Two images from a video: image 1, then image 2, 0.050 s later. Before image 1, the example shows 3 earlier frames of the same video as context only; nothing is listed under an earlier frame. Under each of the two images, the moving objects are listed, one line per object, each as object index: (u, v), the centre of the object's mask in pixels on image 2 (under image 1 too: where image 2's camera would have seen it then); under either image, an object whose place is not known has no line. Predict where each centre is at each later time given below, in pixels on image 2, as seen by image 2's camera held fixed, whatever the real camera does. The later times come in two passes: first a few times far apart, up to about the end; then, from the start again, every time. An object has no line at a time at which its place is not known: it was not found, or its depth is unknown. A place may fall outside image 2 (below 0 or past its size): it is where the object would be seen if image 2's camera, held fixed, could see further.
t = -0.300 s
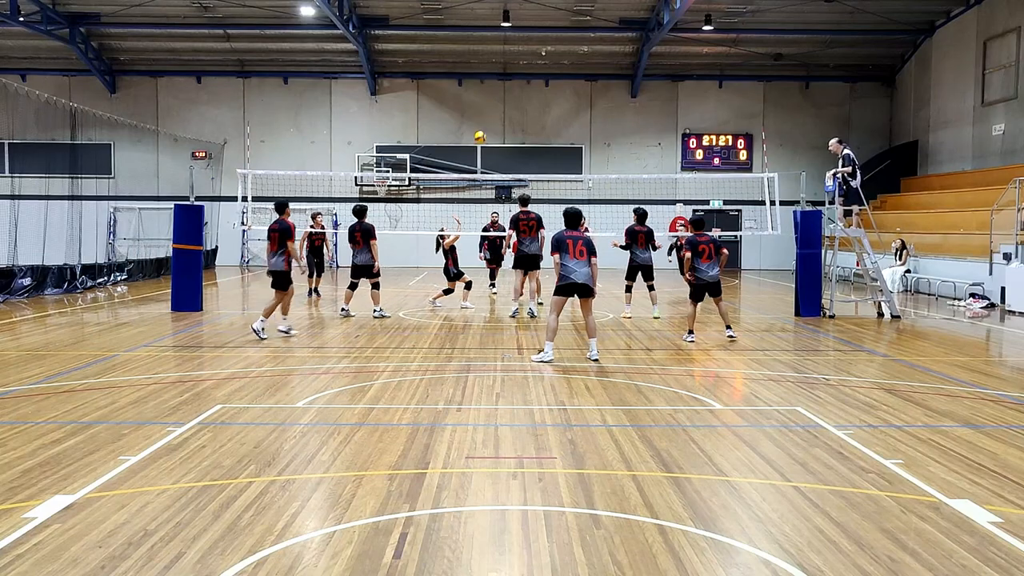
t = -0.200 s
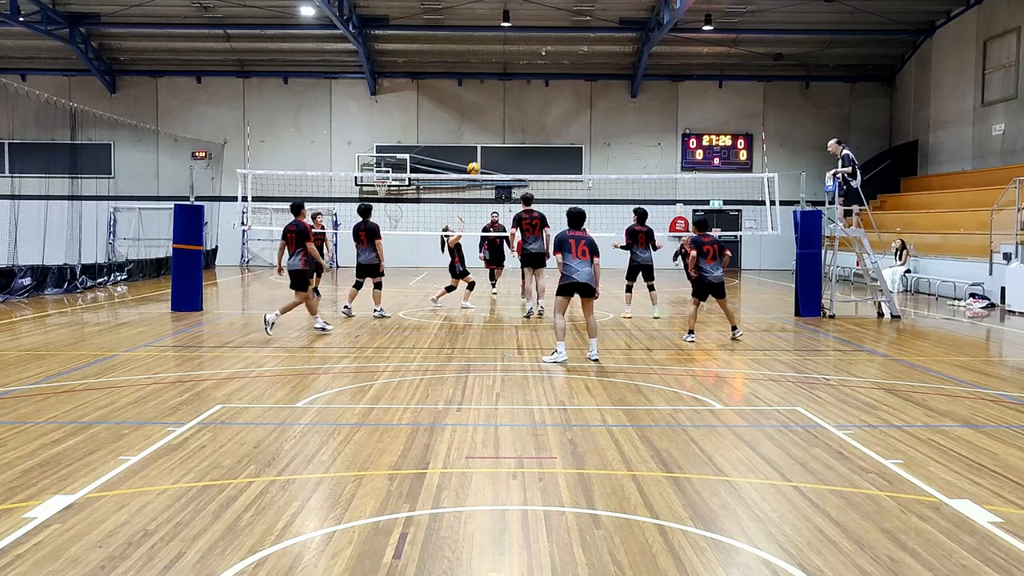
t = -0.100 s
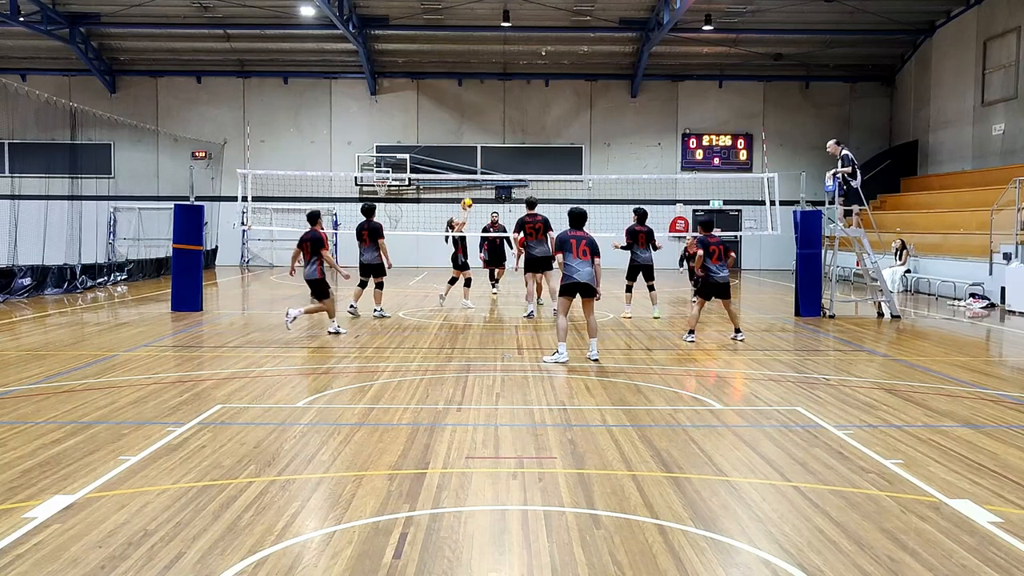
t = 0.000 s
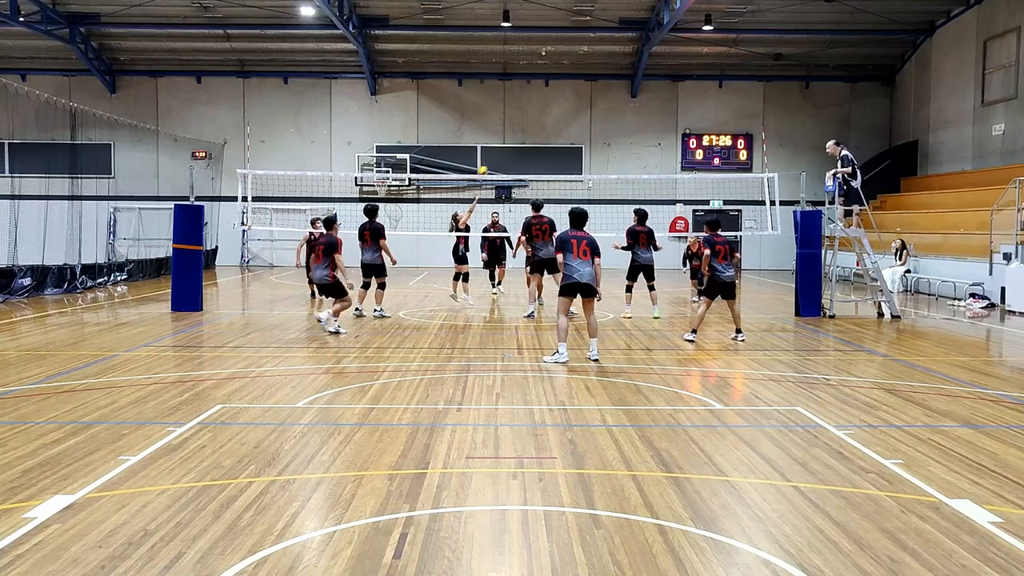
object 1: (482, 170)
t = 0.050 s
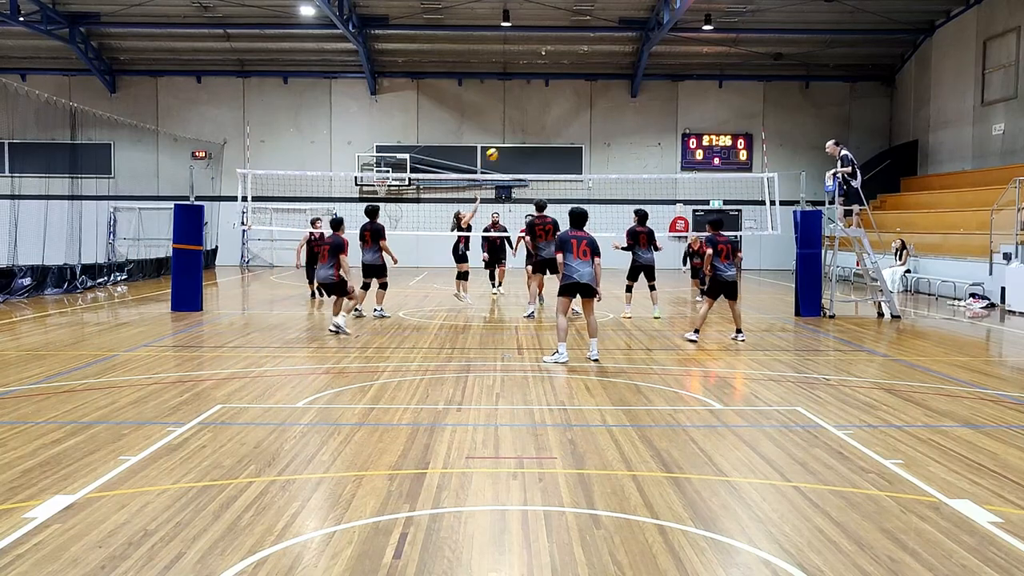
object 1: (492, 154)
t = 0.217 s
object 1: (523, 104)
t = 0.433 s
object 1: (564, 64)
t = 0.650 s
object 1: (602, 50)
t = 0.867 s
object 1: (639, 60)
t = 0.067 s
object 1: (495, 148)
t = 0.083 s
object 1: (498, 143)
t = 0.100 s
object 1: (501, 136)
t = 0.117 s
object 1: (505, 132)
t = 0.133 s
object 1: (508, 126)
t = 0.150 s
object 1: (511, 122)
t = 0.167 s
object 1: (514, 117)
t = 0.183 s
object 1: (517, 112)
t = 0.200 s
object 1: (520, 108)
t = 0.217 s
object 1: (523, 104)
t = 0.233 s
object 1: (526, 100)
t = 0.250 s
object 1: (529, 96)
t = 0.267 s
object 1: (532, 93)
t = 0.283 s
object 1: (536, 89)
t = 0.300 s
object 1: (539, 86)
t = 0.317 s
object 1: (543, 82)
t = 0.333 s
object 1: (546, 79)
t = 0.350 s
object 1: (549, 77)
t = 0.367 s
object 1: (551, 74)
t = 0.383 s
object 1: (554, 71)
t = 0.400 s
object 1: (557, 69)
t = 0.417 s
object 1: (561, 66)
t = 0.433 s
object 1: (564, 64)
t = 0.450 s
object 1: (567, 62)
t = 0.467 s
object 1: (569, 60)
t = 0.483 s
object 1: (572, 58)
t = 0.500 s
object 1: (576, 57)
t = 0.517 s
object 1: (579, 55)
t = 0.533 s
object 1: (582, 54)
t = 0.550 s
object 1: (584, 53)
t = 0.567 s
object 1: (587, 52)
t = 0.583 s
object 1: (590, 51)
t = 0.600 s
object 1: (593, 51)
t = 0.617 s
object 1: (596, 50)
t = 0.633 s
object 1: (599, 50)
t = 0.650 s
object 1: (602, 50)
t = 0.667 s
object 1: (605, 50)
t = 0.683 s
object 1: (608, 50)
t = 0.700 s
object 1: (610, 50)
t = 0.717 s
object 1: (613, 50)
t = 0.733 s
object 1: (616, 51)
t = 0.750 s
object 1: (619, 51)
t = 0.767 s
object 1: (622, 52)
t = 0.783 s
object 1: (625, 53)
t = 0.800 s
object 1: (628, 54)
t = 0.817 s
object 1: (631, 56)
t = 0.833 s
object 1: (634, 57)
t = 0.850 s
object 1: (636, 58)
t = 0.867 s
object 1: (639, 60)
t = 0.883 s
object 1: (642, 62)
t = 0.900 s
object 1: (645, 64)
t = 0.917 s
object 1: (647, 66)
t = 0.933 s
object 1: (650, 68)
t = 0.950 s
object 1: (653, 71)
